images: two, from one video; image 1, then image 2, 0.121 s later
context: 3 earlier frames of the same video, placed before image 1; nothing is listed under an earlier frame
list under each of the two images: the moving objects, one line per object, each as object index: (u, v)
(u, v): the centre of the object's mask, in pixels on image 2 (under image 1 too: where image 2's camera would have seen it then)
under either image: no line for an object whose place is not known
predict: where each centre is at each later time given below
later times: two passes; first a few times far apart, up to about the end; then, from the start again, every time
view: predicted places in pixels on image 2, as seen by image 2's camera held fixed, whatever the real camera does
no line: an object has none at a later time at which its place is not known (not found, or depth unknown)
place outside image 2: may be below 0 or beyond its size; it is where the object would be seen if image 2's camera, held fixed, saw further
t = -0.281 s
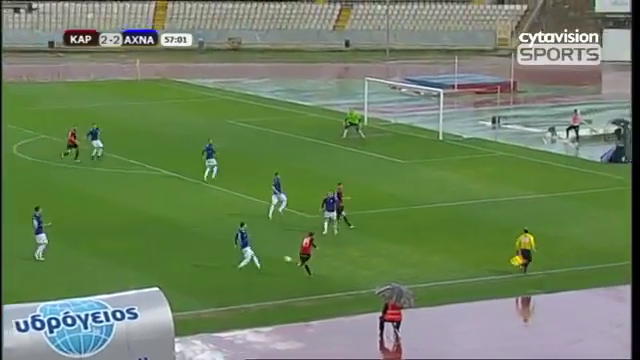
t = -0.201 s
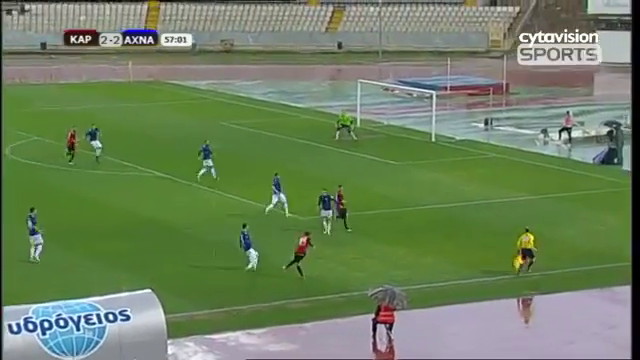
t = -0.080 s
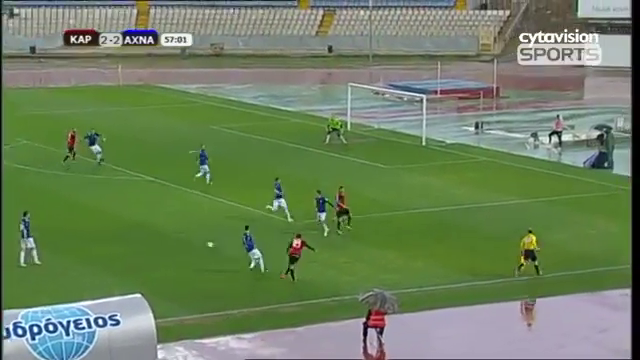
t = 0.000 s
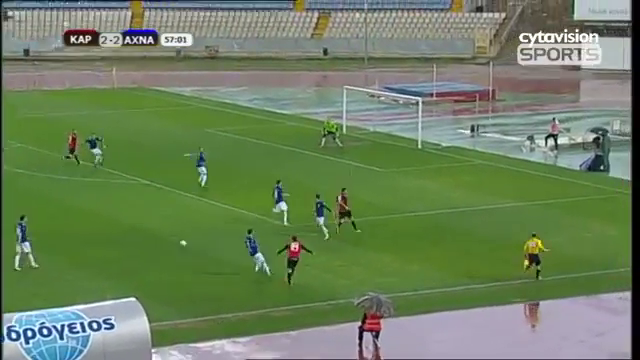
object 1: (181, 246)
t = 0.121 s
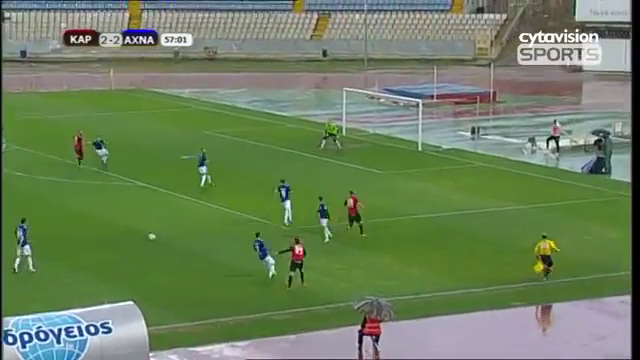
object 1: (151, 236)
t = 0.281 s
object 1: (117, 226)
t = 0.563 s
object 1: (67, 214)
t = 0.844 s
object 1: (30, 204)
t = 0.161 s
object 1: (142, 234)
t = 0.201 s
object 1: (133, 231)
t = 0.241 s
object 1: (125, 228)
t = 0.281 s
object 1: (117, 226)
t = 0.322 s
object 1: (109, 225)
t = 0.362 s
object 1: (101, 223)
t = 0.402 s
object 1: (93, 220)
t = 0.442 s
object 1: (87, 218)
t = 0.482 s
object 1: (80, 216)
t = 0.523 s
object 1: (74, 215)
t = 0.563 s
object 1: (67, 214)
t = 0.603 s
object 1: (62, 212)
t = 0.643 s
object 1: (56, 210)
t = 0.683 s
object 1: (51, 209)
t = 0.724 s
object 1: (45, 208)
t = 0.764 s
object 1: (39, 208)
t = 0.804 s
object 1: (34, 206)
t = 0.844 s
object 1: (30, 204)
